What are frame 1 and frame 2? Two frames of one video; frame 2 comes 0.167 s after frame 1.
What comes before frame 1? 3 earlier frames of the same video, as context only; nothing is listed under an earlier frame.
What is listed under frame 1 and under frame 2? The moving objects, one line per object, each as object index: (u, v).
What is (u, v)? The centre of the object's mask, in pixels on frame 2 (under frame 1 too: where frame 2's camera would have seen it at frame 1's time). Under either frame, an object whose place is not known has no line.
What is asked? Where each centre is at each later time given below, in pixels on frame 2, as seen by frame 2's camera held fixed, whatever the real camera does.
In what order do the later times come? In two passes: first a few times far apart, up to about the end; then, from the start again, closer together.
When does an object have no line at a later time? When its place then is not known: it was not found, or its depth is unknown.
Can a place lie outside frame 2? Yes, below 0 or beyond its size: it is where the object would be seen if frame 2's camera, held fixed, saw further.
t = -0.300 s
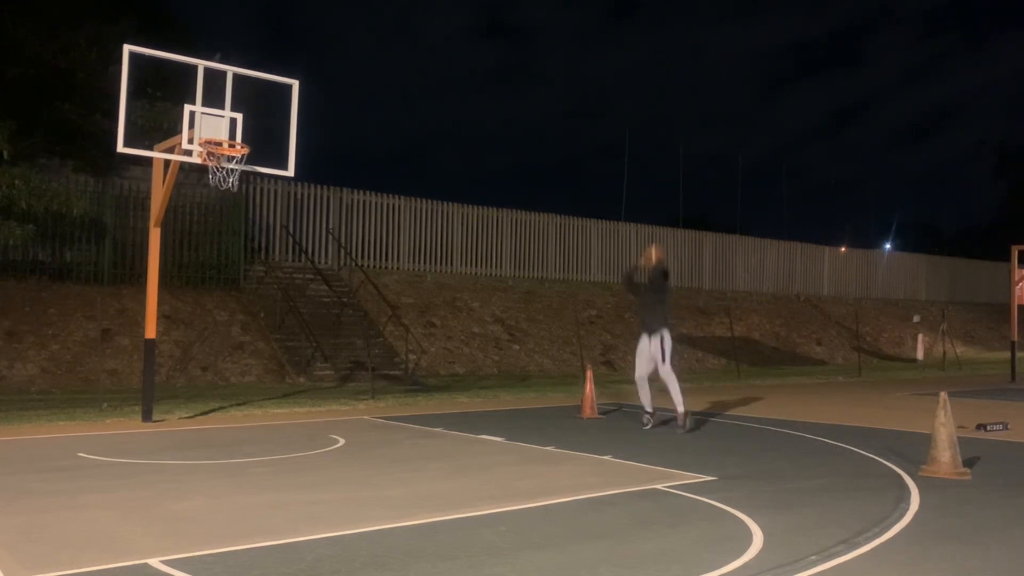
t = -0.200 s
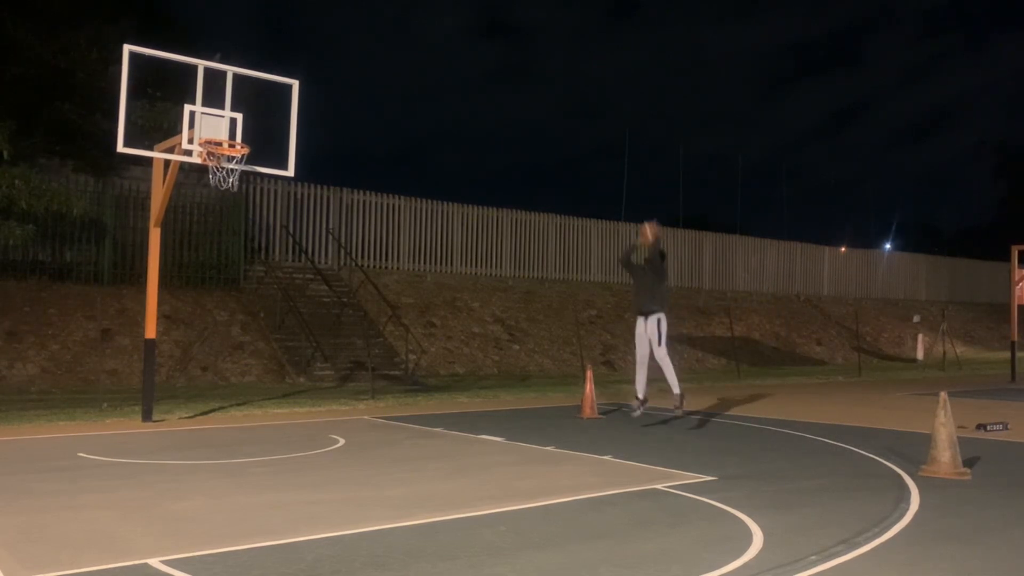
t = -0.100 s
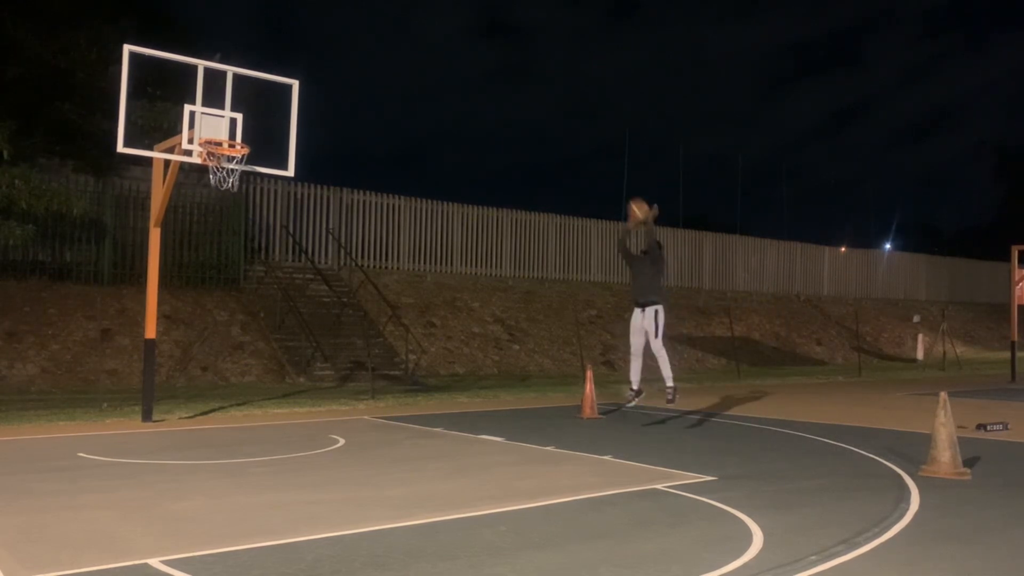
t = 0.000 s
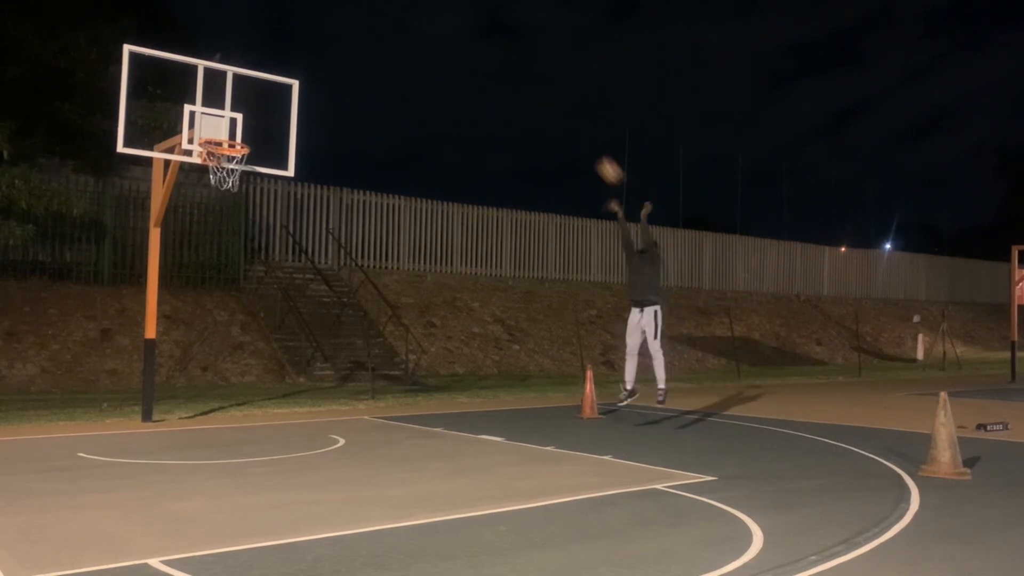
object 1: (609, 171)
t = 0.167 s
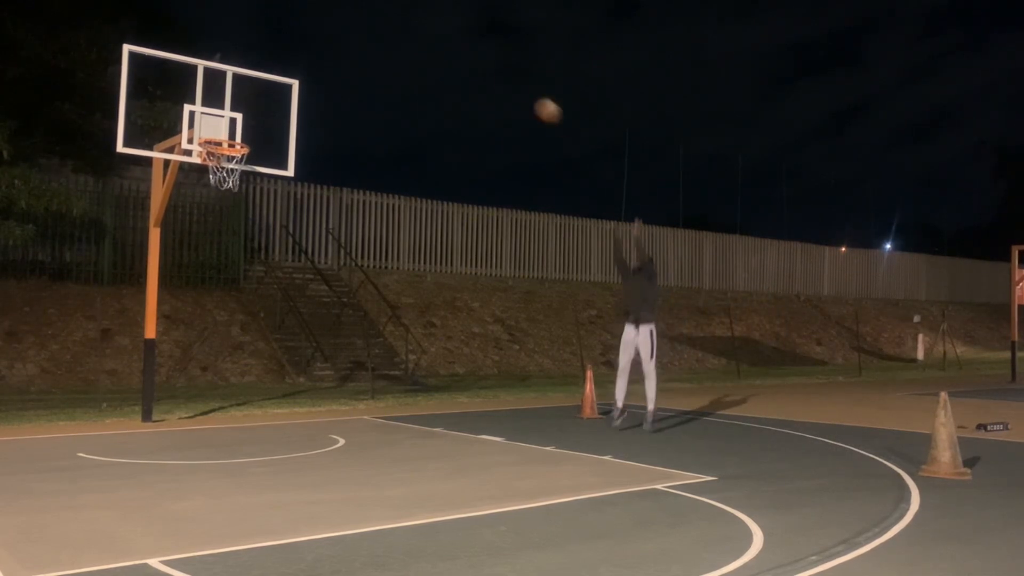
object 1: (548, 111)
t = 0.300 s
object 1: (497, 78)
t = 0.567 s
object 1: (392, 58)
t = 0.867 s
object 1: (262, 112)
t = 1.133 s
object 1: (202, 160)
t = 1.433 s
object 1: (194, 220)
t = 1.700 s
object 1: (187, 350)
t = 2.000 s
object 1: (187, 361)
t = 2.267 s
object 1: (193, 306)
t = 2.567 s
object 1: (198, 329)
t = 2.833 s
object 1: (199, 428)
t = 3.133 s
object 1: (203, 366)
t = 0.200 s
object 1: (535, 101)
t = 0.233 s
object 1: (522, 92)
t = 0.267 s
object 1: (510, 85)
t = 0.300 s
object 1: (497, 78)
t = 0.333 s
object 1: (484, 72)
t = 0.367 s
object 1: (472, 67)
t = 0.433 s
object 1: (445, 60)
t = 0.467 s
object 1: (432, 58)
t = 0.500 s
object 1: (418, 57)
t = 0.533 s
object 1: (405, 57)
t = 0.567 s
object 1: (392, 58)
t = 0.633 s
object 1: (364, 63)
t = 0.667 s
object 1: (351, 66)
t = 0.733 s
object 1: (322, 77)
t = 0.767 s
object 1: (310, 84)
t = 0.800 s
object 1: (293, 92)
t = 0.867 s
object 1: (262, 112)
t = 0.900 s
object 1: (250, 122)
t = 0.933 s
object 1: (236, 133)
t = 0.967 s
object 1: (218, 153)
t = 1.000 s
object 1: (209, 158)
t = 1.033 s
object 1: (205, 157)
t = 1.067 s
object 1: (203, 157)
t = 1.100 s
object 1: (202, 158)
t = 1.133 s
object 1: (202, 160)
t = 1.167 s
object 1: (203, 160)
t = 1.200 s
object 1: (201, 163)
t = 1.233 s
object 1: (198, 173)
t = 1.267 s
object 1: (197, 177)
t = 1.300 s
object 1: (196, 183)
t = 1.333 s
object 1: (197, 190)
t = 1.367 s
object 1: (196, 199)
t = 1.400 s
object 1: (195, 209)
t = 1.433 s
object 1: (194, 220)
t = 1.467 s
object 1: (193, 233)
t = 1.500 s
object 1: (193, 246)
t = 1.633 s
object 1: (189, 311)
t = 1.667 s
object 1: (188, 329)
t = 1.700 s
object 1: (187, 350)
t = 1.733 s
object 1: (186, 371)
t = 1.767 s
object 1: (184, 392)
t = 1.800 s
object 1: (183, 416)
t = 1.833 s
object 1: (183, 430)
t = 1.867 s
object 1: (183, 414)
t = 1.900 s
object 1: (184, 400)
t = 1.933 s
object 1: (185, 385)
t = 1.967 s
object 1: (186, 373)
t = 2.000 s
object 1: (187, 361)
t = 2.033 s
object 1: (188, 350)
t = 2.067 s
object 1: (189, 340)
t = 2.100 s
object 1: (190, 332)
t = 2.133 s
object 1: (191, 324)
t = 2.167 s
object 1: (192, 318)
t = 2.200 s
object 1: (192, 313)
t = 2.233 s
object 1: (193, 309)
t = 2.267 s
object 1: (193, 306)
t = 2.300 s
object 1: (194, 304)
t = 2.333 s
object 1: (195, 303)
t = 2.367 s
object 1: (195, 304)
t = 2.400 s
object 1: (196, 305)
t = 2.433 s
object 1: (196, 308)
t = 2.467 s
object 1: (197, 311)
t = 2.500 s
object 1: (198, 317)
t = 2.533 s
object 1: (198, 323)
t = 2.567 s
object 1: (198, 329)
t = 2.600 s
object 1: (198, 337)
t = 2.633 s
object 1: (198, 347)
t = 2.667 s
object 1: (198, 358)
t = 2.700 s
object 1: (198, 369)
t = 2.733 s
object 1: (198, 381)
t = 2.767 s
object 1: (199, 395)
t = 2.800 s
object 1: (199, 410)
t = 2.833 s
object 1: (199, 428)
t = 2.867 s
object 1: (199, 430)
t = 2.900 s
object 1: (200, 417)
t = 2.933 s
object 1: (200, 407)
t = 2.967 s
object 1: (200, 397)
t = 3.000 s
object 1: (201, 388)
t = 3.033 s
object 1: (201, 381)
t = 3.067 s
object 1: (202, 375)
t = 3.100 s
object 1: (203, 370)
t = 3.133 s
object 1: (203, 366)
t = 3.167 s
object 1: (204, 363)
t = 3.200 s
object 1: (204, 361)
